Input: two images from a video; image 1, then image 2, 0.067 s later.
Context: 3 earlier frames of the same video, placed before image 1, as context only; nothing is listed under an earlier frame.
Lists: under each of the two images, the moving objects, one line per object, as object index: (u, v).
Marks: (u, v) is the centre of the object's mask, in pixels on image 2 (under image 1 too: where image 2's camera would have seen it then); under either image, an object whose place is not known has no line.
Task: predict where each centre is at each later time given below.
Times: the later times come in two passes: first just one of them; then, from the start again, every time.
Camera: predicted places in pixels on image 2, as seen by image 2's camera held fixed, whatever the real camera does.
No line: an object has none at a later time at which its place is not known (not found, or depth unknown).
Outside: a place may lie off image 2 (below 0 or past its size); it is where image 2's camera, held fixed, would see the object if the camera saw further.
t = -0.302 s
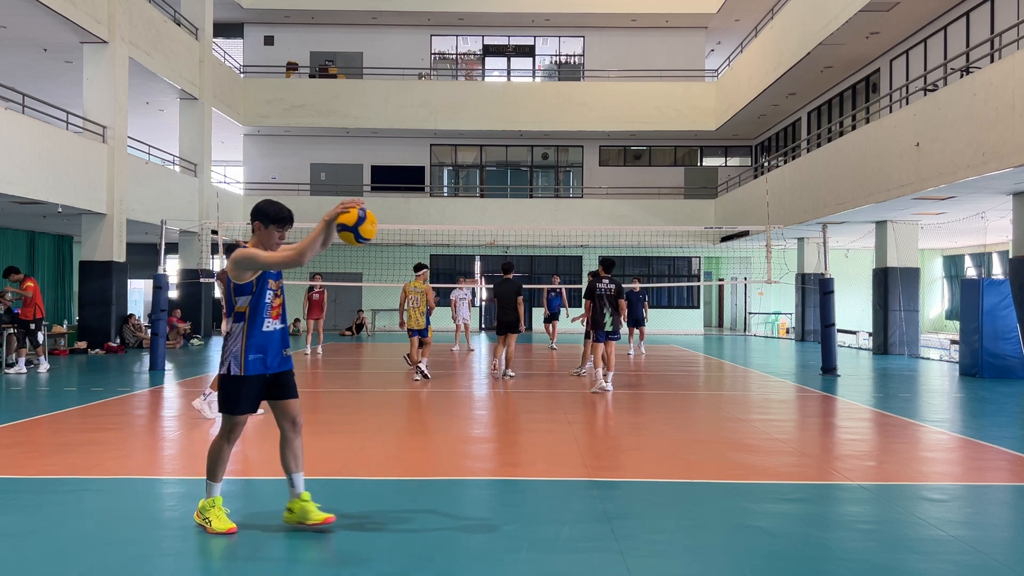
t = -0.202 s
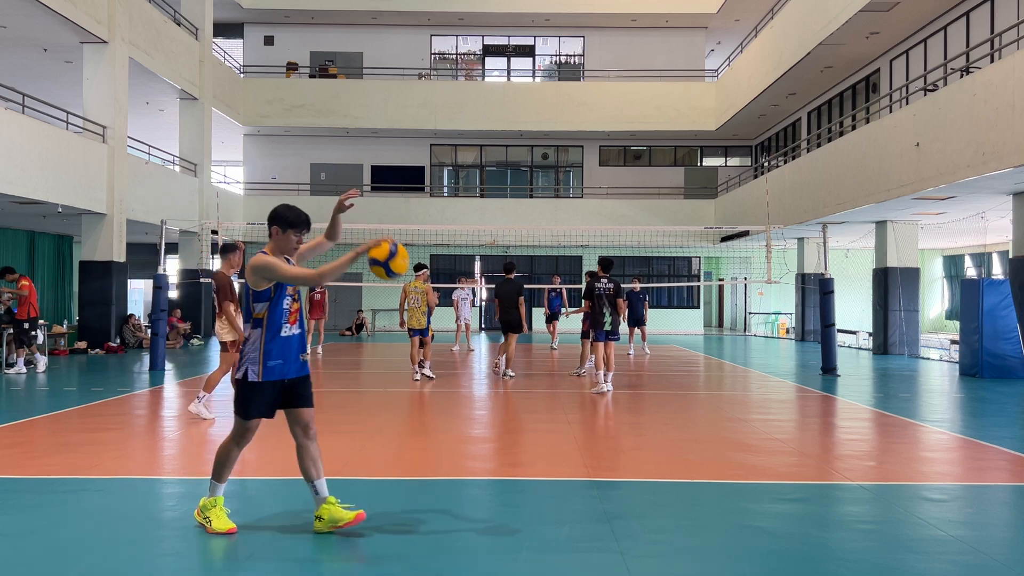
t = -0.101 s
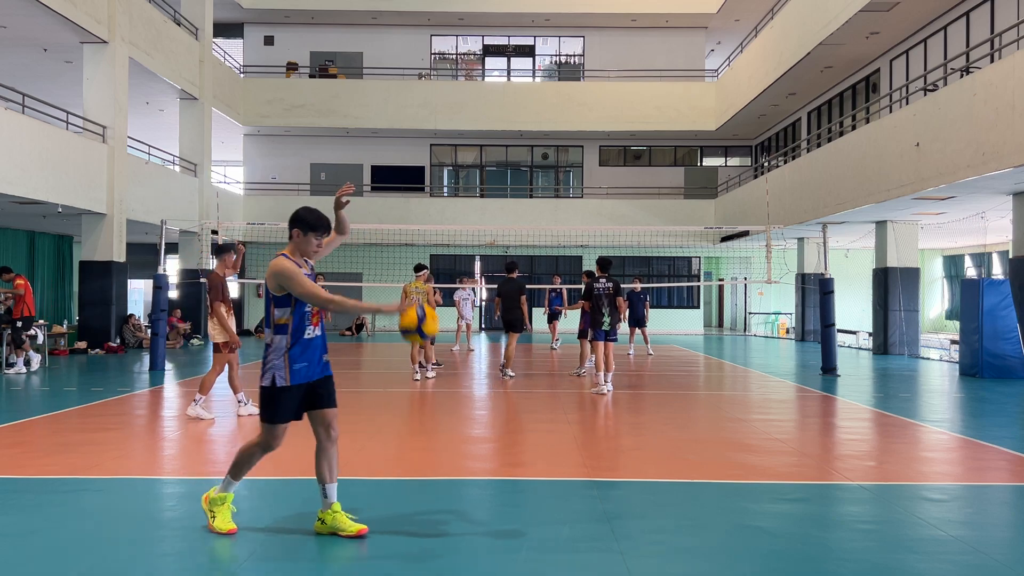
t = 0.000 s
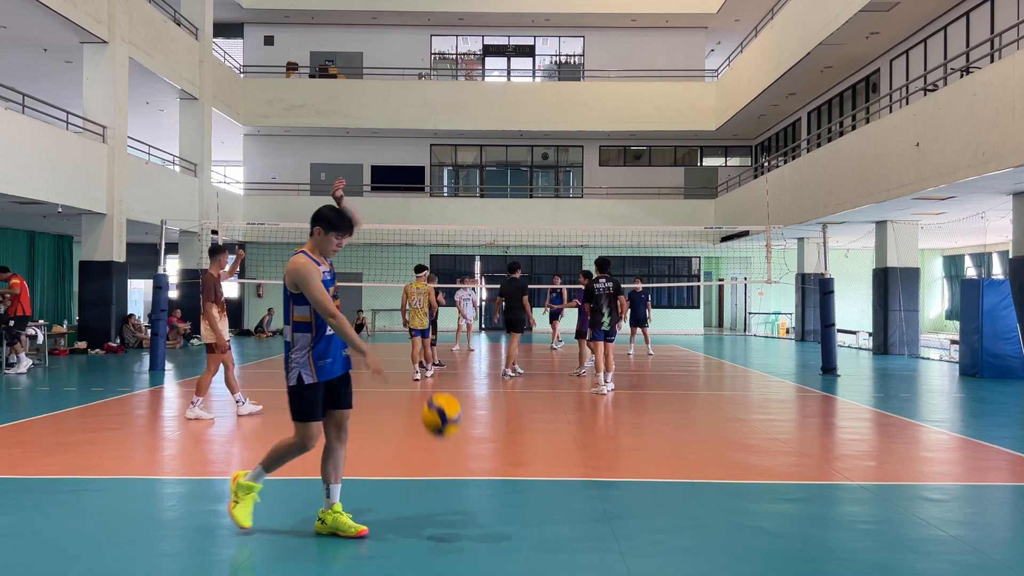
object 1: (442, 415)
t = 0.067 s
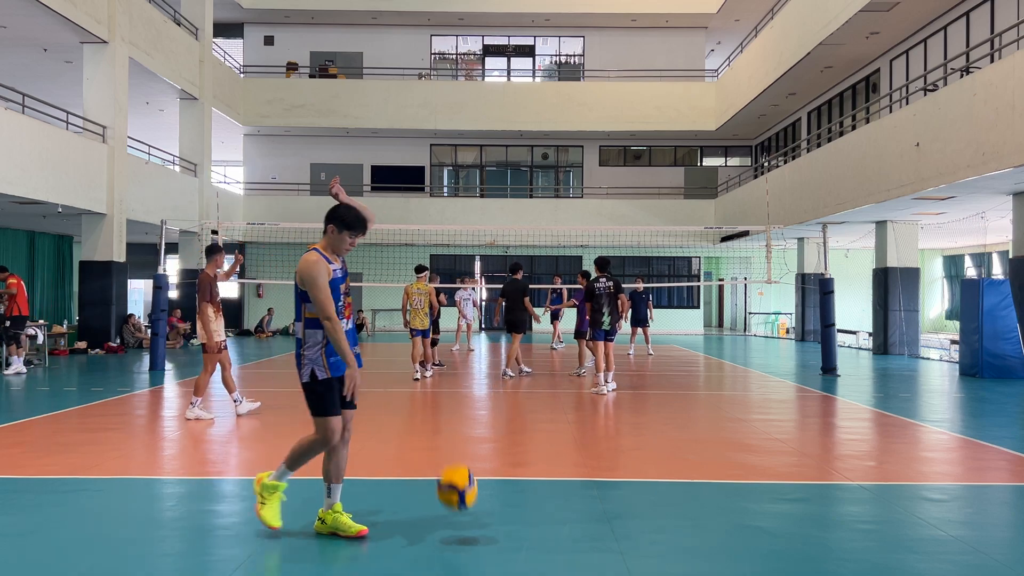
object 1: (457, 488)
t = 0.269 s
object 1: (471, 390)
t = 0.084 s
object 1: (460, 506)
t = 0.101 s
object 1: (464, 525)
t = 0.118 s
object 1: (465, 511)
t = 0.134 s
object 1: (466, 496)
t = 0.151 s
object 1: (466, 481)
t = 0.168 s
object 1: (467, 466)
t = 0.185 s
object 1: (467, 452)
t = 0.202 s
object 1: (468, 439)
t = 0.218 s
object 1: (469, 426)
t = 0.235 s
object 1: (470, 414)
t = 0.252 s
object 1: (470, 402)
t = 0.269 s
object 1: (471, 390)
